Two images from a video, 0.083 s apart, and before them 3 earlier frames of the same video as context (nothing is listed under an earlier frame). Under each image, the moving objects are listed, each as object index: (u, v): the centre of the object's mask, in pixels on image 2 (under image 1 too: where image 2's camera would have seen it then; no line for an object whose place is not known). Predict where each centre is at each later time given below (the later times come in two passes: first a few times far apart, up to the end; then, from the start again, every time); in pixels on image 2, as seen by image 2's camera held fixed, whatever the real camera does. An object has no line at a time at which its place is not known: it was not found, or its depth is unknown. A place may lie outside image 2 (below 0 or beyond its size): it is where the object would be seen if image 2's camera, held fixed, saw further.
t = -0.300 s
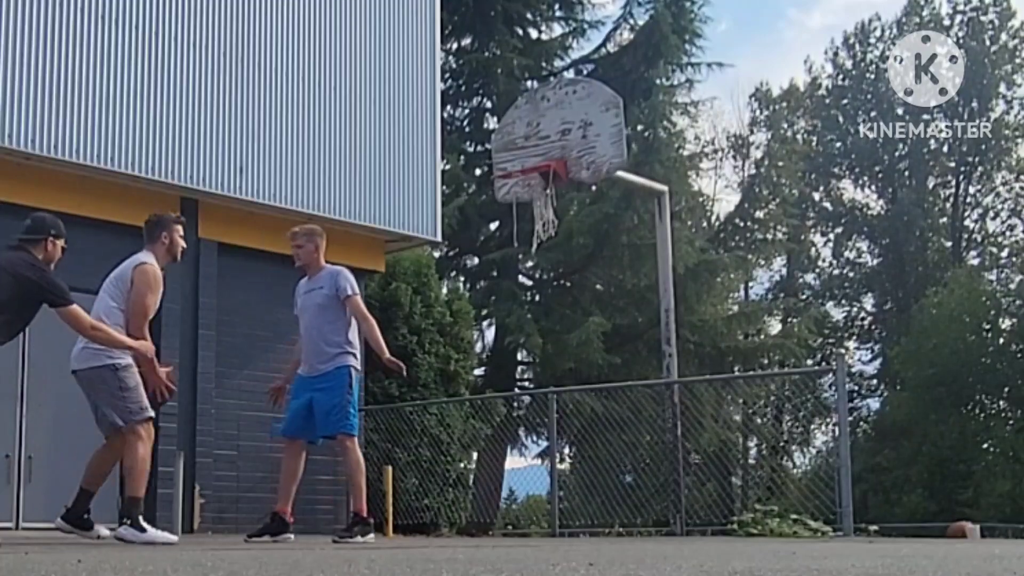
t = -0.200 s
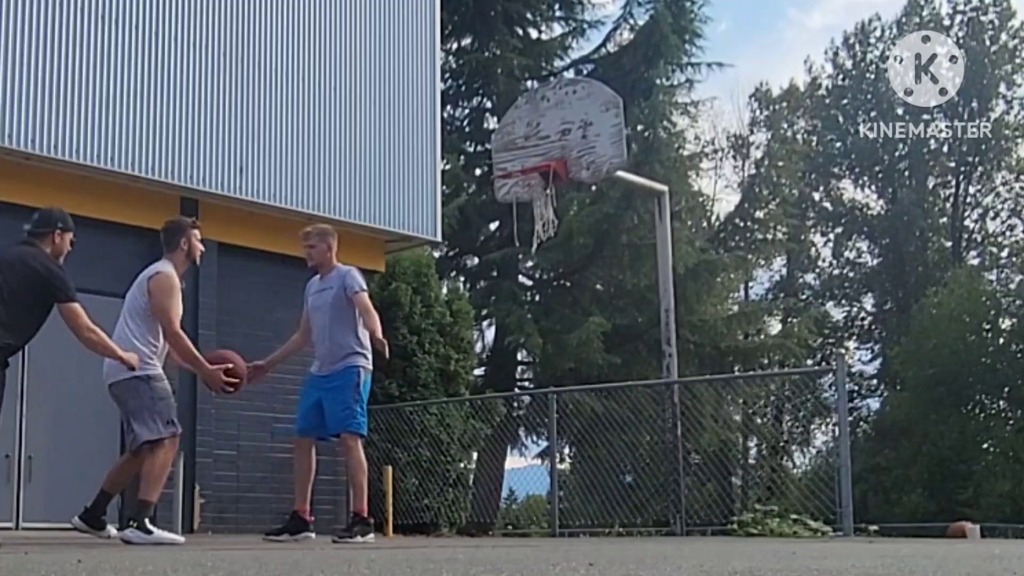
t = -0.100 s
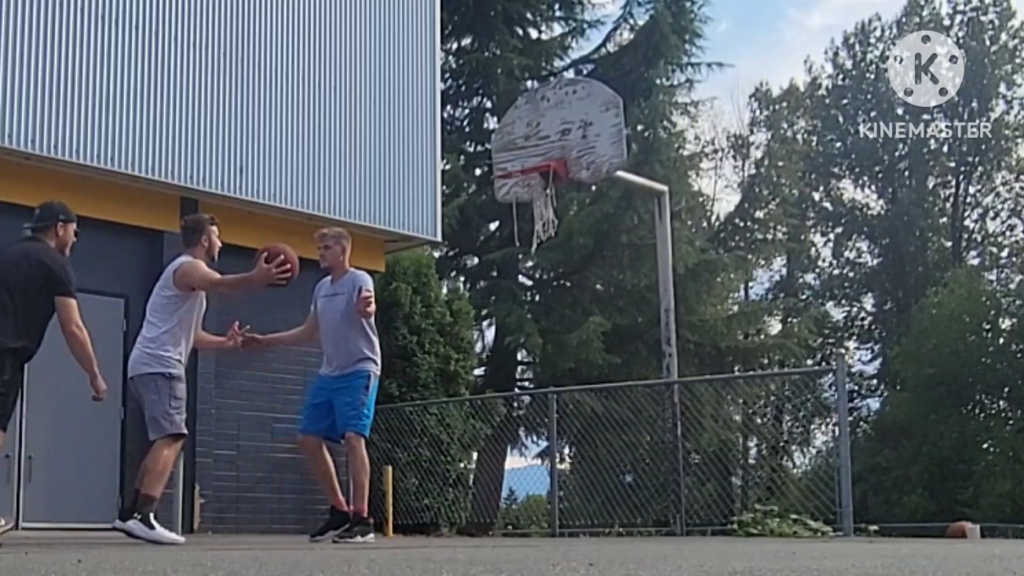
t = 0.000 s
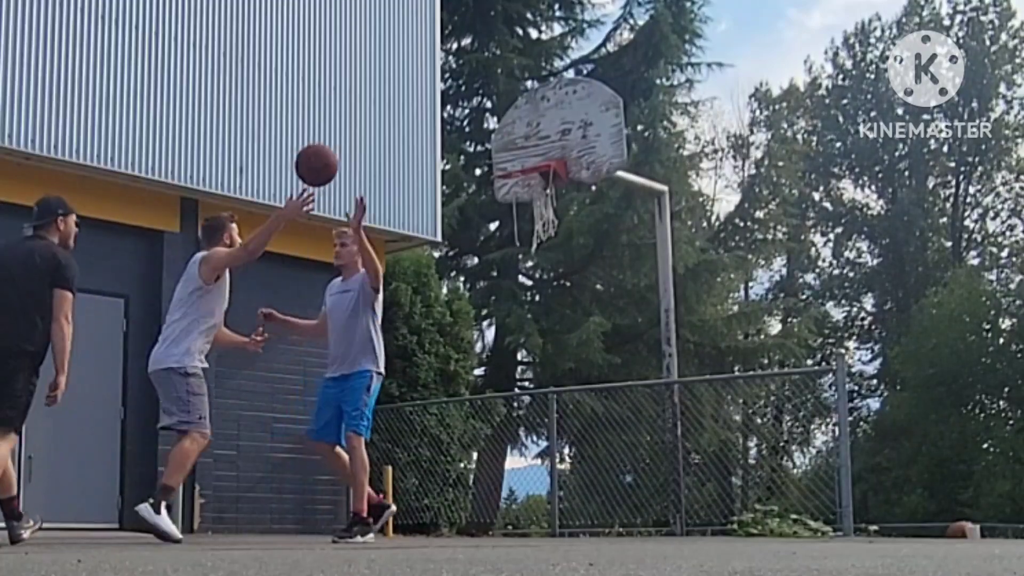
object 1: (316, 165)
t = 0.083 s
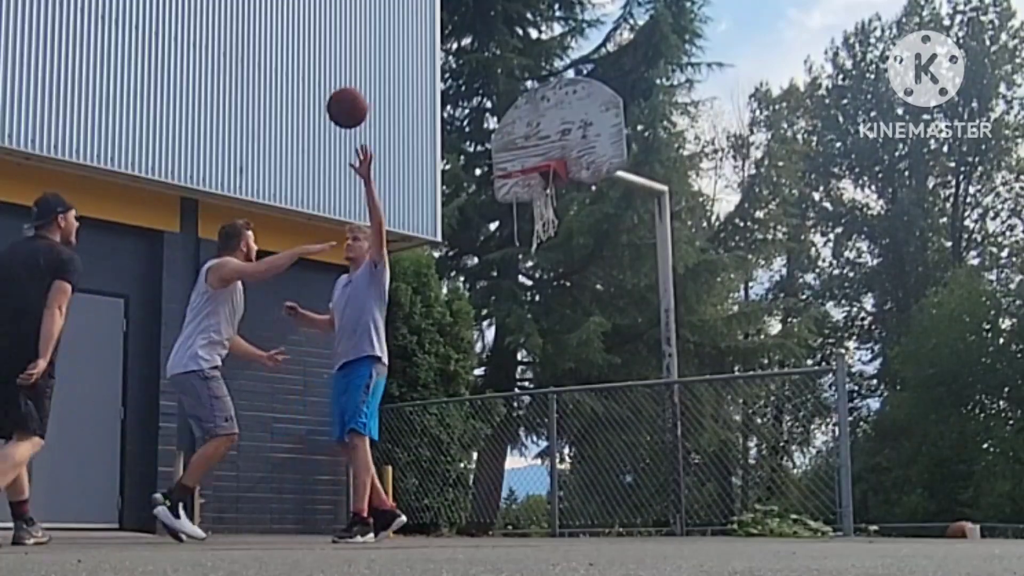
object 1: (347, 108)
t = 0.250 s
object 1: (402, 37)
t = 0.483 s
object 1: (466, 17)
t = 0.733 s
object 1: (526, 71)
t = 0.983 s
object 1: (498, 160)
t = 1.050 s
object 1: (485, 157)
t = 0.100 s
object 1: (353, 99)
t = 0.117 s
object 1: (359, 89)
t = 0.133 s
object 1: (364, 81)
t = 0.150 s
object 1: (370, 73)
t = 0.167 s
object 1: (375, 66)
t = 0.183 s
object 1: (381, 59)
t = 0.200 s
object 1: (386, 53)
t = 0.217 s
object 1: (391, 47)
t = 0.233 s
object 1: (396, 42)
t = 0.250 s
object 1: (402, 37)
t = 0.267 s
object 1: (407, 33)
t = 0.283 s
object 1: (411, 29)
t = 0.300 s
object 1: (416, 26)
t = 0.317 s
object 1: (421, 23)
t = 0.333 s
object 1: (426, 20)
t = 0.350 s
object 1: (431, 19)
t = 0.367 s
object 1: (436, 17)
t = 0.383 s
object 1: (441, 17)
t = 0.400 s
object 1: (445, 16)
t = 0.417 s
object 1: (450, 16)
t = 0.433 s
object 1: (454, 16)
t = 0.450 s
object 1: (458, 16)
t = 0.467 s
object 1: (460, 17)
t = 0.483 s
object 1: (466, 17)
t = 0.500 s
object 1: (469, 17)
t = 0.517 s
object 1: (474, 18)
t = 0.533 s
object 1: (479, 19)
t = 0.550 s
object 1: (483, 22)
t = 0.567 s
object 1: (487, 25)
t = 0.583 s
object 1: (491, 28)
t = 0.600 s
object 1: (495, 33)
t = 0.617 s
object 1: (498, 36)
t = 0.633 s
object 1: (503, 40)
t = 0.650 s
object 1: (507, 43)
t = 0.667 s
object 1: (511, 48)
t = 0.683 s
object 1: (514, 53)
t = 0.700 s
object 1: (518, 59)
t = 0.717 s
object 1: (521, 64)
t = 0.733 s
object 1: (526, 71)
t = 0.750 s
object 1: (529, 77)
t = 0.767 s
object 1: (533, 83)
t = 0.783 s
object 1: (536, 90)
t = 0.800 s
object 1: (540, 97)
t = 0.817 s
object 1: (536, 101)
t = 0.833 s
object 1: (533, 106)
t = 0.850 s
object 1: (528, 110)
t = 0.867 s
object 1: (525, 115)
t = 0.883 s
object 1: (522, 120)
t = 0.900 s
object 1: (517, 126)
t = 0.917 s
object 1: (514, 132)
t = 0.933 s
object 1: (510, 138)
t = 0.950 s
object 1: (506, 145)
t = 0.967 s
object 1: (502, 153)
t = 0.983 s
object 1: (498, 160)
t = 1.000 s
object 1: (496, 162)
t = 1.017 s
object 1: (493, 159)
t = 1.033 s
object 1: (489, 158)
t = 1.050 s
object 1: (485, 157)
